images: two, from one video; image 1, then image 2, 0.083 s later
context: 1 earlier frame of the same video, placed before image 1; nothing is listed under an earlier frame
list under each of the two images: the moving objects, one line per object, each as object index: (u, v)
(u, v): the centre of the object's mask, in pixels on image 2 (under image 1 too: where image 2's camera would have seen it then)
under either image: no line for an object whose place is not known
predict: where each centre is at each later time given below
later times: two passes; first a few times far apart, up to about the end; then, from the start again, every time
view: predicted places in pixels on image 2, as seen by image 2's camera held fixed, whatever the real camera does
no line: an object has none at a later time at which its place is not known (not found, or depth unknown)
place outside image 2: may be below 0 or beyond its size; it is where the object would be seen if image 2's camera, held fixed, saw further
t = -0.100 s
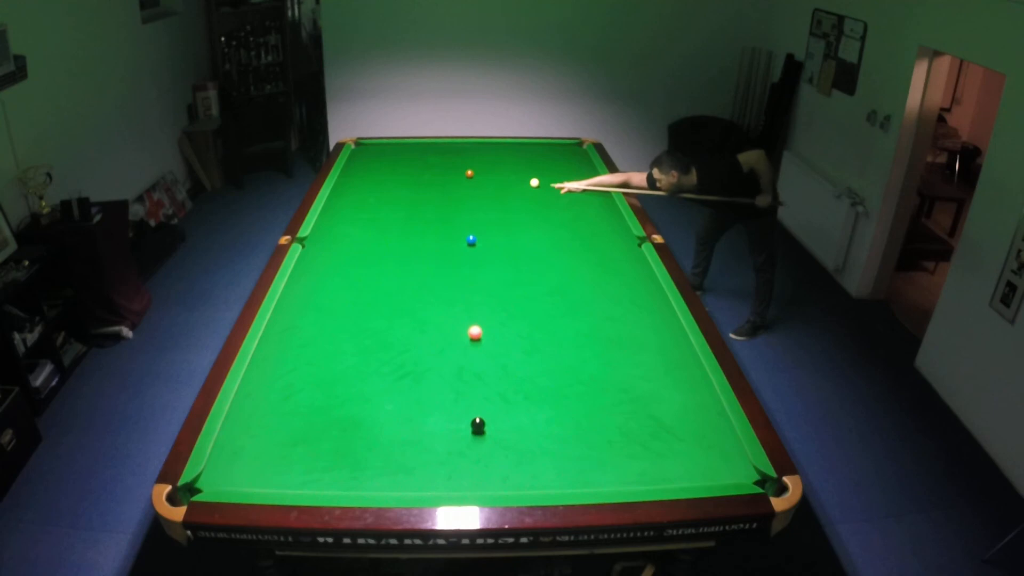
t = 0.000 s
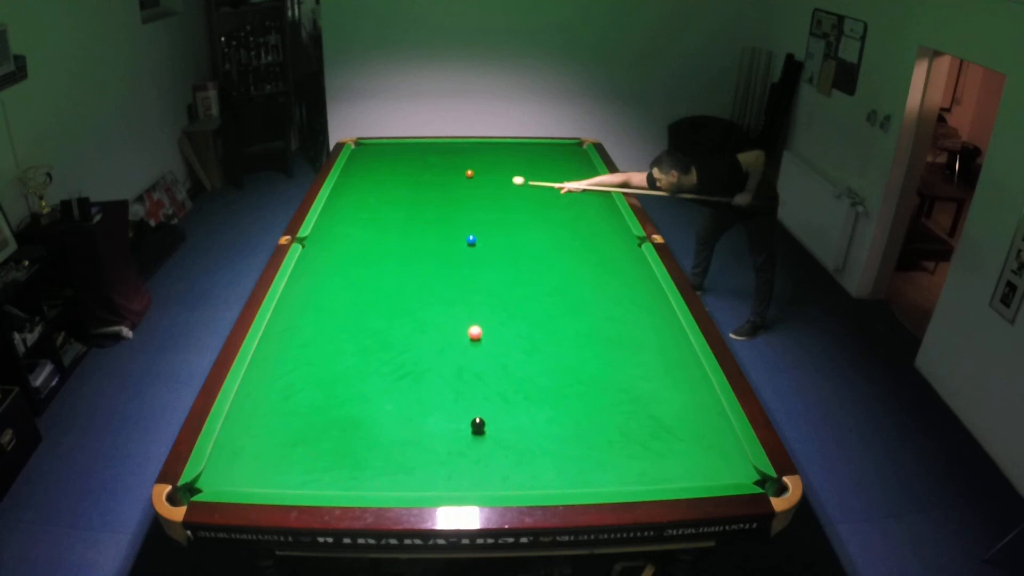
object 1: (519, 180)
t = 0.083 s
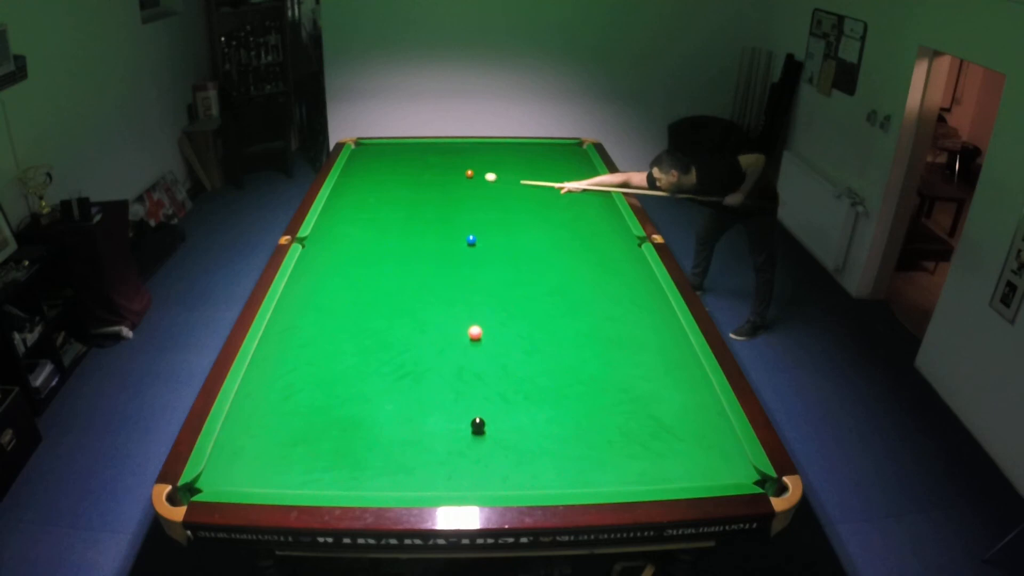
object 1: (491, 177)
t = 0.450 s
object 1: (452, 181)
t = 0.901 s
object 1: (420, 188)
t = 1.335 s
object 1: (391, 196)
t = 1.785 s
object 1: (362, 203)
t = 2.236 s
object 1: (336, 210)
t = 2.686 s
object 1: (328, 216)
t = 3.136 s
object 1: (337, 219)
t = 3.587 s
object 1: (345, 221)
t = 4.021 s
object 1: (350, 223)
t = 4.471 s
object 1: (353, 224)
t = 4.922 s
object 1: (354, 224)
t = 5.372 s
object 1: (354, 224)
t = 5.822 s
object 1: (354, 224)
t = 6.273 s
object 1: (354, 224)
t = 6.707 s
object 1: (354, 224)
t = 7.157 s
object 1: (354, 224)
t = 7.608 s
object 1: (354, 224)
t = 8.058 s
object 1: (354, 224)
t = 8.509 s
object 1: (354, 224)
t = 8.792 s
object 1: (354, 224)
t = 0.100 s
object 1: (485, 176)
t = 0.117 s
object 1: (480, 176)
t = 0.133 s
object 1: (476, 175)
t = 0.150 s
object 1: (474, 176)
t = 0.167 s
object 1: (473, 176)
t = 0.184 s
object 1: (472, 176)
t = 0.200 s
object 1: (470, 176)
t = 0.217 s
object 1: (469, 177)
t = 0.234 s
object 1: (468, 177)
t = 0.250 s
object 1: (467, 177)
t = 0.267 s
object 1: (465, 178)
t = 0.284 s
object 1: (464, 178)
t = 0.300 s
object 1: (463, 178)
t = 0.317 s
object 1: (462, 178)
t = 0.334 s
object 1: (461, 179)
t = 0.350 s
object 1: (459, 179)
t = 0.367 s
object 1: (458, 179)
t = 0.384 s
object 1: (457, 179)
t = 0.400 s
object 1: (456, 180)
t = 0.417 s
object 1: (455, 180)
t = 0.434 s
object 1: (453, 180)
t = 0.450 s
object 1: (452, 181)
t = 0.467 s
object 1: (451, 181)
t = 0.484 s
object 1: (450, 181)
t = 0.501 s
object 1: (449, 182)
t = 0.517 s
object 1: (447, 182)
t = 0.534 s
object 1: (446, 182)
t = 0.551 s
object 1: (445, 182)
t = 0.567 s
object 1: (444, 183)
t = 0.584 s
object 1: (443, 183)
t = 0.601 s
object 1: (442, 183)
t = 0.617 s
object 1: (440, 184)
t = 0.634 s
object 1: (439, 184)
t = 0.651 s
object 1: (438, 184)
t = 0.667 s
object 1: (437, 184)
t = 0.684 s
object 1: (436, 185)
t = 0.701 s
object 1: (434, 185)
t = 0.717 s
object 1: (433, 185)
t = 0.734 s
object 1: (432, 186)
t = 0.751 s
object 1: (431, 186)
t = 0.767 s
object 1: (430, 186)
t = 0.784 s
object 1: (429, 186)
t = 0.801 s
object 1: (427, 187)
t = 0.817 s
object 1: (426, 187)
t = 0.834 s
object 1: (425, 187)
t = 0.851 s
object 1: (424, 187)
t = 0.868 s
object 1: (423, 188)
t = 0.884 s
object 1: (422, 188)
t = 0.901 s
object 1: (420, 188)
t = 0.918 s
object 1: (419, 189)
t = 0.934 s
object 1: (418, 189)
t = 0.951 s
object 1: (417, 189)
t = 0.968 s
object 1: (416, 190)
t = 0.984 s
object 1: (415, 190)
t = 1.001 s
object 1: (414, 190)
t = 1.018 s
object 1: (412, 190)
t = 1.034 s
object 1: (411, 191)
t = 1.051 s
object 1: (410, 191)
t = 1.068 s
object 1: (409, 191)
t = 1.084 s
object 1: (408, 192)
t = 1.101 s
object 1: (407, 192)
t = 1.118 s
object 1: (406, 192)
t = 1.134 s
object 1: (404, 193)
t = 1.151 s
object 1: (403, 193)
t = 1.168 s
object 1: (402, 193)
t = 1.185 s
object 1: (401, 193)
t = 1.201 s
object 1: (400, 194)
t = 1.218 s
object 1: (399, 194)
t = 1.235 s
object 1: (398, 194)
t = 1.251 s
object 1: (397, 194)
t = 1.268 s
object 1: (396, 195)
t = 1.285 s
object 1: (394, 195)
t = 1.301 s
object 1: (393, 195)
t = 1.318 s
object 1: (392, 195)
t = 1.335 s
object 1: (391, 196)
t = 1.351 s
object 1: (390, 196)
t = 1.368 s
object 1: (389, 196)
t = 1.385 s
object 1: (388, 196)
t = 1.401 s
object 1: (387, 197)
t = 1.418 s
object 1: (386, 197)
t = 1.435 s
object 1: (385, 197)
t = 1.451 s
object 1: (383, 198)
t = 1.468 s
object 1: (382, 198)
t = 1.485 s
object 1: (381, 198)
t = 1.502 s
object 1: (380, 199)
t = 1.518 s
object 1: (379, 199)
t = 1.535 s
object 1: (378, 199)
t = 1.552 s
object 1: (377, 199)
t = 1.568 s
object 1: (376, 200)
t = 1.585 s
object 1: (375, 200)
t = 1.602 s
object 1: (374, 200)
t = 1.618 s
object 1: (373, 201)
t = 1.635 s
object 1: (372, 201)
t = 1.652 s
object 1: (371, 201)
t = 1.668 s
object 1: (370, 201)
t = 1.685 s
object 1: (368, 202)
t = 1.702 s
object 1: (368, 202)
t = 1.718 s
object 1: (367, 202)
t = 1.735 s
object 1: (366, 202)
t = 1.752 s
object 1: (364, 203)
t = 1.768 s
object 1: (363, 203)
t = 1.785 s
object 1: (362, 203)
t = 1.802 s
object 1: (361, 204)
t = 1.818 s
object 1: (360, 204)
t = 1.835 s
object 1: (359, 204)
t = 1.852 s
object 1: (358, 204)
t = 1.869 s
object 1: (357, 205)
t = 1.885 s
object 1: (356, 205)
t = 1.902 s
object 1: (355, 205)
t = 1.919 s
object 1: (354, 205)
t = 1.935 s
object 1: (353, 206)
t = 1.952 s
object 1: (352, 206)
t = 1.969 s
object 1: (351, 206)
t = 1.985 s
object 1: (350, 206)
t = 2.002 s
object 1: (349, 207)
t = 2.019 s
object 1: (348, 207)
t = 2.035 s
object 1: (347, 207)
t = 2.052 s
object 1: (346, 207)
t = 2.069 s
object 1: (345, 208)
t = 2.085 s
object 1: (345, 208)
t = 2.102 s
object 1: (344, 208)
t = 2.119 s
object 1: (343, 208)
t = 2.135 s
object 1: (342, 209)
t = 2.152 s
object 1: (341, 209)
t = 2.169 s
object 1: (340, 209)
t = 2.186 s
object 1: (339, 209)
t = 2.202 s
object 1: (338, 210)
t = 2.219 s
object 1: (337, 210)
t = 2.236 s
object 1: (336, 210)
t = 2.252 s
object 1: (335, 211)
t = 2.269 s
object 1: (334, 211)
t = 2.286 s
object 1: (333, 211)
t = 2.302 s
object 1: (332, 211)
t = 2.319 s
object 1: (332, 212)
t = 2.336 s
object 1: (331, 212)
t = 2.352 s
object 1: (330, 212)
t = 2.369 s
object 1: (329, 212)
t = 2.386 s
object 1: (328, 212)
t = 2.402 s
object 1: (327, 213)
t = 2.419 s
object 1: (326, 213)
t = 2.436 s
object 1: (325, 213)
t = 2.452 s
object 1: (325, 213)
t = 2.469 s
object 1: (324, 214)
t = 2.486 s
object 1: (323, 214)
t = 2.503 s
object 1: (323, 214)
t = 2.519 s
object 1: (324, 214)
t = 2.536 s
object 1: (324, 214)
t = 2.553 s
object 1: (324, 215)
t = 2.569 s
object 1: (325, 215)
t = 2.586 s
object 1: (325, 215)
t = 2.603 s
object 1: (326, 215)
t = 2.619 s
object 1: (326, 215)
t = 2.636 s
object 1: (326, 215)
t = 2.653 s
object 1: (327, 215)
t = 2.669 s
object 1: (327, 216)
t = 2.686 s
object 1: (328, 216)
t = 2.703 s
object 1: (328, 216)
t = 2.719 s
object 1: (328, 216)
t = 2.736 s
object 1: (329, 216)
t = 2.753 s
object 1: (329, 216)
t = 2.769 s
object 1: (329, 216)
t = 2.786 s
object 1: (330, 216)
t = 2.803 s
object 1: (330, 217)
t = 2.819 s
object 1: (331, 217)
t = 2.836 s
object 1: (331, 217)
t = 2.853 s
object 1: (331, 217)
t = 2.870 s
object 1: (331, 217)
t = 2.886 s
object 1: (332, 217)
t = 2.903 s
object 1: (332, 217)
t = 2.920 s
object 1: (333, 218)
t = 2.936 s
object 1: (333, 218)
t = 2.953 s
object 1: (333, 218)
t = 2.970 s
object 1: (334, 218)
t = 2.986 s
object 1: (334, 218)
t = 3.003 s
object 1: (335, 218)
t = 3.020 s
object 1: (335, 218)
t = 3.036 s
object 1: (335, 218)
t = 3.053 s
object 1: (335, 218)
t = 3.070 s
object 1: (336, 219)
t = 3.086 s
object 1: (336, 219)
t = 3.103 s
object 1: (337, 219)
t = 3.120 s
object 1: (337, 219)
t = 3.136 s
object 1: (337, 219)
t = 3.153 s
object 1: (337, 219)
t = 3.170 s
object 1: (338, 219)
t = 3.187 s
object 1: (338, 219)
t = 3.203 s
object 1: (338, 220)
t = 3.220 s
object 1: (339, 220)
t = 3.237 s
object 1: (339, 220)
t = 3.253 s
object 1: (339, 220)
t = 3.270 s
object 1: (339, 220)
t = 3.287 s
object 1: (340, 220)
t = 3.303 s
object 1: (340, 220)
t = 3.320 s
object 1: (340, 220)
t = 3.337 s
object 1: (341, 220)
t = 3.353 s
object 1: (341, 220)
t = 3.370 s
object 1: (341, 220)
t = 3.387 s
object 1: (341, 221)
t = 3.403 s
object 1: (342, 221)
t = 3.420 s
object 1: (342, 221)
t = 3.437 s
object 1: (342, 221)
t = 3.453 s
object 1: (343, 221)
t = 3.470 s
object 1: (343, 221)
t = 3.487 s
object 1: (343, 221)
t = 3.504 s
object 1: (343, 221)
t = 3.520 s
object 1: (344, 221)
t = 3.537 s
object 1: (344, 221)
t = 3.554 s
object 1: (344, 221)
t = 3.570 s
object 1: (344, 221)
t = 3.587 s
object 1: (345, 221)
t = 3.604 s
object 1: (345, 222)
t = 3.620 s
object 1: (345, 222)
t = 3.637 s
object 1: (345, 222)
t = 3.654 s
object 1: (346, 222)
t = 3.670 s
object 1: (346, 222)
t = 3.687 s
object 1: (346, 222)
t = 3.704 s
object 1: (346, 222)
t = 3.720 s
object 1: (346, 222)
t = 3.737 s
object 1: (347, 222)
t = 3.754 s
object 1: (347, 222)
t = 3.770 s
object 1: (347, 222)
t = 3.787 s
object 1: (347, 222)
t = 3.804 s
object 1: (347, 222)
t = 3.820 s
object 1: (348, 222)
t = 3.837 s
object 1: (348, 222)
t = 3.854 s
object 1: (348, 223)
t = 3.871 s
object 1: (348, 223)
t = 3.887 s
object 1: (348, 223)
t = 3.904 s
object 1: (349, 223)
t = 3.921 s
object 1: (349, 223)
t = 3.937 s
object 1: (349, 223)
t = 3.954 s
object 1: (349, 223)
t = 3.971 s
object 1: (349, 223)
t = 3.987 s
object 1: (350, 223)
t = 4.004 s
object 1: (350, 223)
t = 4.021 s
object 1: (350, 223)
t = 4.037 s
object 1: (350, 223)
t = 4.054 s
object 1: (350, 223)
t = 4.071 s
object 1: (350, 223)
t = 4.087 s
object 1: (351, 223)
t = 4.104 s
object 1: (351, 223)
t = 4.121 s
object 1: (351, 223)
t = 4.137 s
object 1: (351, 224)
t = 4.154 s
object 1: (351, 224)
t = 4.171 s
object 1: (351, 224)
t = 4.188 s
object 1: (351, 224)
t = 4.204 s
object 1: (351, 224)
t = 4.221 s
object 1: (351, 224)
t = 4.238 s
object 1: (352, 224)
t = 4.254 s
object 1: (352, 224)
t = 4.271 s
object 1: (352, 224)
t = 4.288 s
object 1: (352, 224)
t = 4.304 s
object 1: (352, 224)
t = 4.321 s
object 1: (352, 224)
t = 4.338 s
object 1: (352, 224)
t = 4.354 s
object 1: (352, 224)
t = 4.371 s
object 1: (352, 224)
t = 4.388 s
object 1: (353, 224)
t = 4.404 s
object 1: (353, 224)
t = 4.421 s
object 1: (353, 224)
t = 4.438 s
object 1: (353, 224)
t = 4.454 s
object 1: (353, 224)
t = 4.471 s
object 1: (353, 224)
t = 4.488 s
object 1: (353, 224)
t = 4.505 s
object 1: (353, 224)
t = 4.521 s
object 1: (353, 224)
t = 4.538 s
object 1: (353, 224)
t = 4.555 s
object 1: (353, 224)
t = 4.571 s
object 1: (353, 224)
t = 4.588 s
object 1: (353, 224)
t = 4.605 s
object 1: (353, 224)
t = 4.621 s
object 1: (353, 224)
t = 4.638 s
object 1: (353, 224)
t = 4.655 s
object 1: (353, 224)
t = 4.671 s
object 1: (353, 224)
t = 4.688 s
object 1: (353, 224)
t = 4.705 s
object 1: (353, 224)
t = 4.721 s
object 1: (354, 224)
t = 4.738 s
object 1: (354, 224)
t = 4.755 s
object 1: (354, 224)
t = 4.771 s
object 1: (354, 224)
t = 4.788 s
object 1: (354, 224)
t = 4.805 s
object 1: (354, 224)
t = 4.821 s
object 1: (354, 224)
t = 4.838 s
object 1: (354, 224)
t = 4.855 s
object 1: (354, 224)
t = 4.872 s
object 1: (354, 224)
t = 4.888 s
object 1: (354, 224)
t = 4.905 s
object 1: (354, 224)
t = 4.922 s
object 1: (354, 224)
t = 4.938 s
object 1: (354, 224)
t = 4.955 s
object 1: (354, 224)
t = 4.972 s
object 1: (354, 224)
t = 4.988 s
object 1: (354, 224)
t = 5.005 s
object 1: (354, 224)
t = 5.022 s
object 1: (354, 224)
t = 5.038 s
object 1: (354, 224)
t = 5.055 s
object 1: (354, 224)
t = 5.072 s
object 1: (354, 224)
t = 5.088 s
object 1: (354, 224)
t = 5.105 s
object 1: (354, 224)
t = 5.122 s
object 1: (354, 224)
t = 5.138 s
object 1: (354, 224)
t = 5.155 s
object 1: (354, 224)
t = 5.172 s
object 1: (354, 224)
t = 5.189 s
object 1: (354, 224)
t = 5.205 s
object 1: (354, 224)
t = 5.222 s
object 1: (354, 224)
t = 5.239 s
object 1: (354, 224)
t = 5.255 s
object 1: (354, 224)
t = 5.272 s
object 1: (354, 224)
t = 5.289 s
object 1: (354, 224)
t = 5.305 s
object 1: (354, 224)
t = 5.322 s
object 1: (354, 224)
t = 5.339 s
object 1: (354, 224)
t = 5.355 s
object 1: (354, 224)
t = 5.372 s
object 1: (354, 224)
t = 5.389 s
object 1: (354, 224)
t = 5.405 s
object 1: (354, 224)
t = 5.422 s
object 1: (354, 224)
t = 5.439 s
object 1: (354, 224)
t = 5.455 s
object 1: (354, 224)
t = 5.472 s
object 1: (354, 224)
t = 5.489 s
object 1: (354, 224)
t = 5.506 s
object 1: (354, 224)
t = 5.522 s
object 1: (354, 224)
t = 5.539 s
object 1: (354, 224)
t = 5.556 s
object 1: (354, 224)
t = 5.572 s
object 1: (354, 224)
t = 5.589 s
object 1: (354, 224)
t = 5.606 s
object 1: (354, 224)
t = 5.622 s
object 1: (354, 224)
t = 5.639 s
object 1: (354, 224)
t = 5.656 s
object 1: (354, 224)
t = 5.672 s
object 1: (354, 224)
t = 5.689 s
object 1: (354, 224)
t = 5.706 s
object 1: (354, 224)
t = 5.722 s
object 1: (354, 224)
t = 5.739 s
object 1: (354, 224)
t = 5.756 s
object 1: (354, 224)
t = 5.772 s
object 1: (354, 224)
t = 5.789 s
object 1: (354, 224)
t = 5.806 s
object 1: (354, 224)
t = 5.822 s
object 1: (354, 224)
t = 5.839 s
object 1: (354, 224)
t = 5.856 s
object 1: (354, 224)
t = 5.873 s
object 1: (354, 224)
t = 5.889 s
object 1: (354, 224)
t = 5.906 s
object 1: (354, 224)
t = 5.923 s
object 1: (354, 224)
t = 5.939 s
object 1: (354, 224)
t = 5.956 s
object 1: (354, 224)
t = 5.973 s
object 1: (354, 224)
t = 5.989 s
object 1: (354, 224)
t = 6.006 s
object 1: (354, 224)
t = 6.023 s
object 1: (354, 224)
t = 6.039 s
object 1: (354, 224)
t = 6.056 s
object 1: (354, 224)
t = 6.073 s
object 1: (354, 224)
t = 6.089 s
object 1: (354, 224)
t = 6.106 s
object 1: (354, 224)
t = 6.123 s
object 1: (354, 224)
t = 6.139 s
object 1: (354, 224)
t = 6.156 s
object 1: (354, 224)
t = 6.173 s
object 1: (354, 224)
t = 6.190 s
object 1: (354, 224)
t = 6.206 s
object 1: (354, 224)
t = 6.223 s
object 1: (354, 224)
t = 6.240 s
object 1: (354, 224)
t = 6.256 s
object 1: (354, 224)
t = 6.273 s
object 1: (354, 224)
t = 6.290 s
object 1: (354, 224)
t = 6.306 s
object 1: (354, 224)
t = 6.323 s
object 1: (354, 224)
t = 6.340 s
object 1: (354, 224)
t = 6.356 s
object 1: (354, 224)
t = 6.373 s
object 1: (354, 224)
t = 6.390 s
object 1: (354, 224)
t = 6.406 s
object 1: (354, 224)
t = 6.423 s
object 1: (354, 224)
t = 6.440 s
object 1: (354, 224)
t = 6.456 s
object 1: (354, 224)
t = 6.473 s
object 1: (354, 224)
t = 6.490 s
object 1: (354, 224)
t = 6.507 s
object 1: (354, 224)
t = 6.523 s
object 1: (354, 224)
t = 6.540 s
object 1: (354, 224)
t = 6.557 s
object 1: (354, 224)
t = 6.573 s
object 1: (354, 224)
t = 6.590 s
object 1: (354, 224)
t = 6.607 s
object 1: (354, 224)
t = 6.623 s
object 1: (354, 224)
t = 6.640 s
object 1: (354, 224)
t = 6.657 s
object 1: (354, 224)
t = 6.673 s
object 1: (354, 224)
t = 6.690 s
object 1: (354, 224)
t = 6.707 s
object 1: (354, 224)
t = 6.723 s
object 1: (354, 224)
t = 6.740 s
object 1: (354, 224)
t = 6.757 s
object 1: (354, 224)
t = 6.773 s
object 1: (354, 224)
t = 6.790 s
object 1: (354, 224)
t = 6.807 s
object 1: (354, 224)
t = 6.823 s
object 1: (354, 224)
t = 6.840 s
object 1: (354, 224)
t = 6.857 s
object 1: (354, 224)
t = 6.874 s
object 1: (354, 224)
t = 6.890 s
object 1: (354, 224)
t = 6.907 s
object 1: (354, 224)
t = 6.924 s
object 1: (354, 224)
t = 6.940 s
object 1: (354, 224)
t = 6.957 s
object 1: (354, 224)
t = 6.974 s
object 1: (354, 224)
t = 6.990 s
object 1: (354, 224)
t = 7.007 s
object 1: (354, 224)
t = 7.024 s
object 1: (354, 224)
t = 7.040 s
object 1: (354, 224)
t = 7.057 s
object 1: (354, 224)
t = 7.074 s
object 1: (354, 224)
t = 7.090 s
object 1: (354, 224)
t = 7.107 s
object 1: (354, 224)
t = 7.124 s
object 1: (354, 224)
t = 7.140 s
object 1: (354, 224)
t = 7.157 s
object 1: (354, 224)
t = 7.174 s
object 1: (354, 224)
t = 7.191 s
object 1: (354, 224)
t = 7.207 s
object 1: (354, 224)
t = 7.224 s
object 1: (354, 224)
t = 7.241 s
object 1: (354, 224)
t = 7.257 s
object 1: (354, 224)
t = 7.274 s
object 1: (354, 224)
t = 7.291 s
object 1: (354, 224)
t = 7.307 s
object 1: (354, 224)
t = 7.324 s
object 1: (354, 224)
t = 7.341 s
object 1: (353, 224)
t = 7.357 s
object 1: (354, 224)
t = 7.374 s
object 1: (354, 224)
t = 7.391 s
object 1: (354, 224)
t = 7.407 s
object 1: (354, 224)
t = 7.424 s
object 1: (354, 224)
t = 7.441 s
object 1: (354, 224)
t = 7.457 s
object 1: (354, 224)
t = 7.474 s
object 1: (354, 224)
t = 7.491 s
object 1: (354, 224)
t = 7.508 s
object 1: (354, 224)
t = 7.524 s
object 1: (354, 224)
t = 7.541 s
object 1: (354, 224)
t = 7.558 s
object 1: (354, 224)
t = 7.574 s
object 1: (354, 224)
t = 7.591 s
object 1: (354, 224)
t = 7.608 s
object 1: (354, 224)
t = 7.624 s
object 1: (354, 224)
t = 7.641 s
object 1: (354, 224)
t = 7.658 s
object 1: (354, 224)
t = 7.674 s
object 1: (354, 224)
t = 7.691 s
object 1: (354, 224)
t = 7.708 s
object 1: (354, 224)
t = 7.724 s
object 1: (354, 224)
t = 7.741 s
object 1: (354, 224)
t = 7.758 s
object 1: (354, 224)
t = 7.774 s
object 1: (354, 224)
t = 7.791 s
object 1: (354, 224)
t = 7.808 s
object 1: (354, 224)
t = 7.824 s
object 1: (354, 224)
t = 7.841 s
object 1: (354, 224)
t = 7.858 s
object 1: (354, 224)
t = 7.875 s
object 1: (354, 224)
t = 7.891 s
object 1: (354, 224)
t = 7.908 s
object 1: (354, 224)
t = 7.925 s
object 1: (354, 224)
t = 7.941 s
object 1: (354, 224)
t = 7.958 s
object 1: (354, 224)
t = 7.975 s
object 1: (354, 224)
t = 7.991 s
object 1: (354, 224)
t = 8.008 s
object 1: (354, 224)
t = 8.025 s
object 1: (354, 224)
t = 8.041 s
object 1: (354, 224)
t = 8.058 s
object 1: (354, 224)
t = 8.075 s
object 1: (354, 224)
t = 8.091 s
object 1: (354, 224)
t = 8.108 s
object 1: (354, 224)
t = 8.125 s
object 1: (354, 224)
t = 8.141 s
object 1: (354, 224)
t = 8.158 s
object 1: (354, 224)
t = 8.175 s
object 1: (354, 224)
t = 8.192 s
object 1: (354, 224)
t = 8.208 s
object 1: (354, 224)
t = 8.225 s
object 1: (354, 224)
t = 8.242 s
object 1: (354, 224)
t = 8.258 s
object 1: (354, 224)
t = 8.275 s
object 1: (354, 224)
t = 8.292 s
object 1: (354, 224)
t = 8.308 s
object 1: (354, 224)
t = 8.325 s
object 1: (354, 224)
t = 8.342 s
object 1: (354, 224)
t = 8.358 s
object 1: (354, 224)
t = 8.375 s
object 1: (354, 224)
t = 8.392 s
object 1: (354, 224)
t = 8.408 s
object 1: (354, 224)
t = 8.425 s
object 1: (354, 224)
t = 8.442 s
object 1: (354, 224)
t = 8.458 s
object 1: (354, 224)
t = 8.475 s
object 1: (354, 224)
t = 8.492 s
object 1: (354, 224)
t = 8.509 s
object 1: (354, 224)
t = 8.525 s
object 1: (354, 224)
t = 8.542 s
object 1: (354, 224)
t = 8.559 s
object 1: (354, 224)
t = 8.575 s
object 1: (354, 224)
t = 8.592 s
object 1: (354, 224)
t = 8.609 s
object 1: (354, 224)
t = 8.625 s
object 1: (354, 224)
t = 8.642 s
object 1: (354, 224)
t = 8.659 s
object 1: (354, 224)
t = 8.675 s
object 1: (354, 224)
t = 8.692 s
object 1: (354, 224)
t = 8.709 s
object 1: (354, 224)
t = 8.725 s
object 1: (354, 224)
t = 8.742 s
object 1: (354, 224)
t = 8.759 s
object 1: (354, 224)
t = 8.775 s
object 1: (354, 224)
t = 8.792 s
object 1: (354, 224)
